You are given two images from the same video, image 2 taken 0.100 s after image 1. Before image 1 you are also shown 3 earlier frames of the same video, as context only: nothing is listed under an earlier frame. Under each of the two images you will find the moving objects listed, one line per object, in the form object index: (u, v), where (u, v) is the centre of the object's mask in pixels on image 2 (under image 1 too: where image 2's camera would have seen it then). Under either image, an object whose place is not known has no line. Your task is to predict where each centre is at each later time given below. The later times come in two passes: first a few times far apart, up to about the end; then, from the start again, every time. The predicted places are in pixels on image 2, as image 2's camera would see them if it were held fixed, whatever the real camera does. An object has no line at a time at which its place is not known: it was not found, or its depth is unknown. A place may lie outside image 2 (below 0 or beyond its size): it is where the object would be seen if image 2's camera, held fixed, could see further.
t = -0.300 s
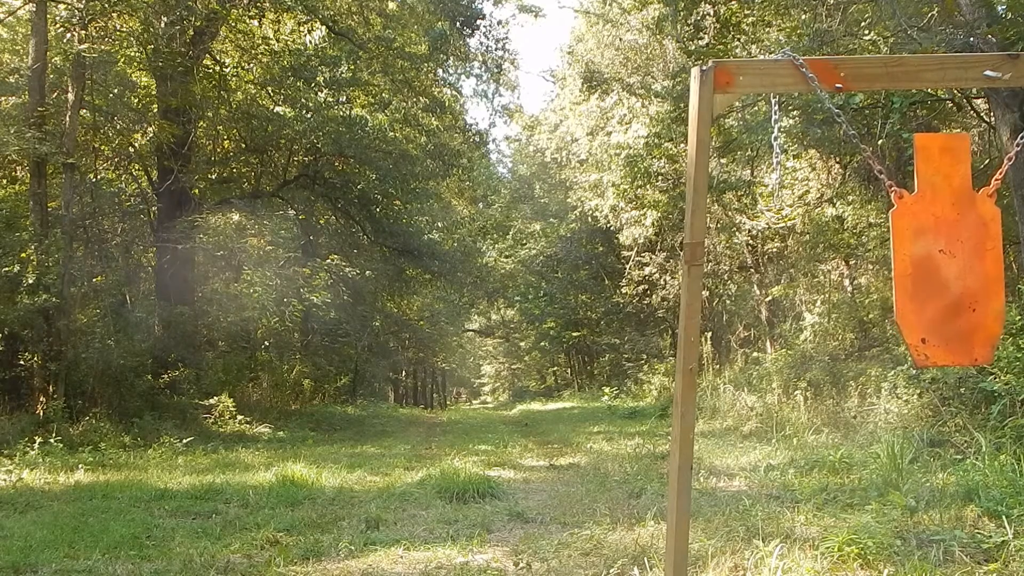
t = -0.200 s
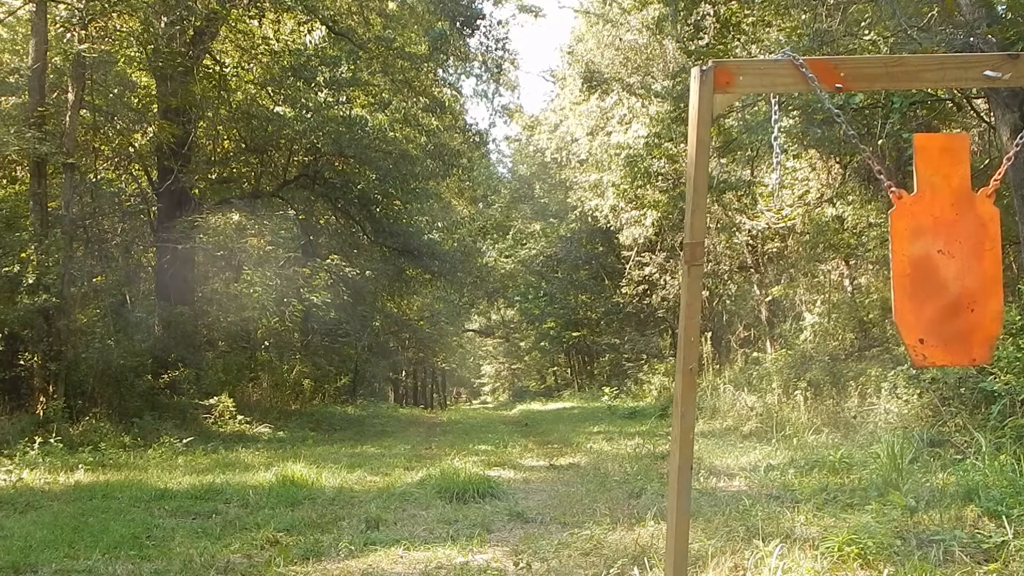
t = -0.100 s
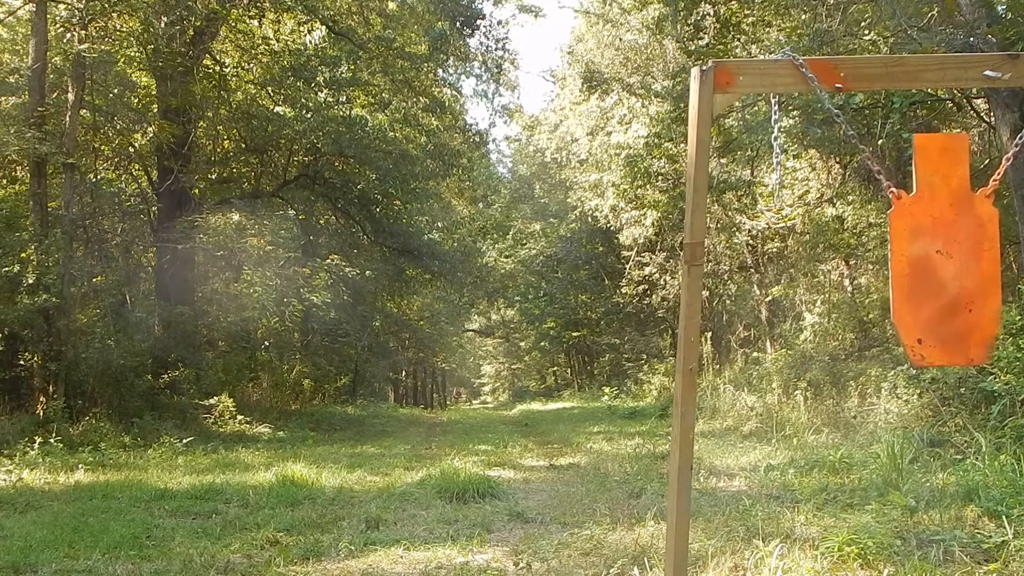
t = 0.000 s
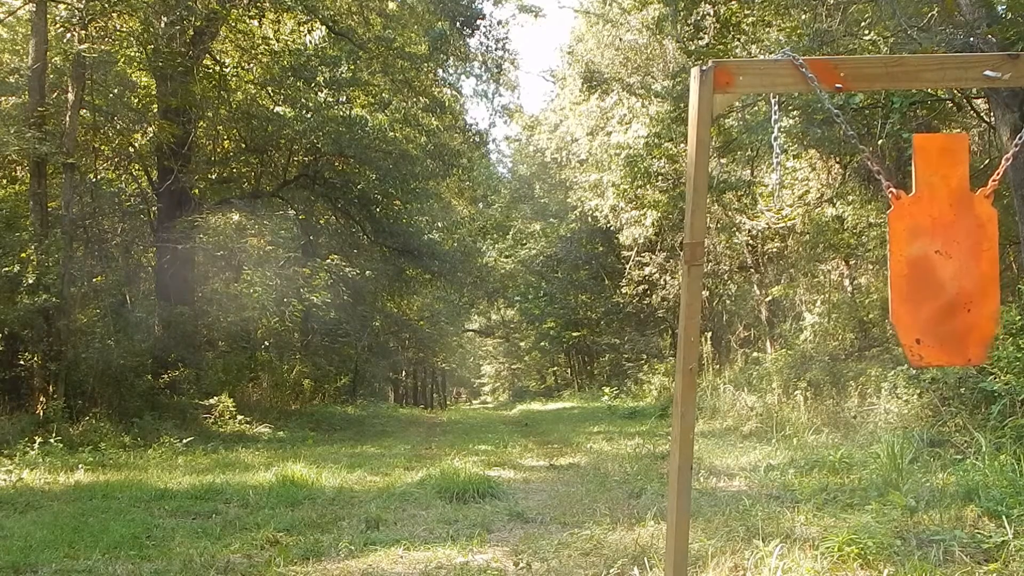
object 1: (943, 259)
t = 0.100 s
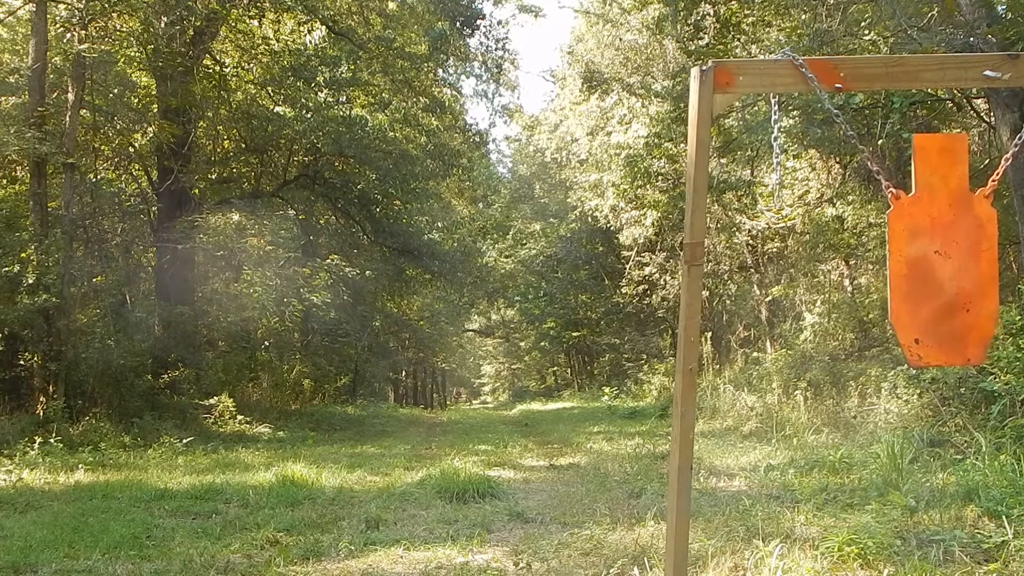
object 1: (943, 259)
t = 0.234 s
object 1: (942, 259)
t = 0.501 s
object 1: (944, 259)
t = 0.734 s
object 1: (947, 258)
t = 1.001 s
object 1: (948, 258)
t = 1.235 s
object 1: (947, 258)
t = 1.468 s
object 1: (944, 259)
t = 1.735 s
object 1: (942, 259)
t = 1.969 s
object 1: (943, 259)
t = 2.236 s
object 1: (946, 258)
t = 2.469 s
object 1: (948, 258)
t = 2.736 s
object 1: (948, 258)
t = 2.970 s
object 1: (947, 257)
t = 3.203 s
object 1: (953, 257)
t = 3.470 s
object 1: (953, 256)
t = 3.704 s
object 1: (950, 257)
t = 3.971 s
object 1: (938, 258)
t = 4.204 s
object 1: (936, 258)
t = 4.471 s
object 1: (943, 259)
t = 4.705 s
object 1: (950, 257)
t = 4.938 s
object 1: (954, 256)
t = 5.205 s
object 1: (950, 258)
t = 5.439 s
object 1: (943, 258)
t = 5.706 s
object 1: (937, 258)
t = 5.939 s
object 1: (939, 258)
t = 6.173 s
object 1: (946, 258)
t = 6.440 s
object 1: (952, 257)
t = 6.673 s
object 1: (952, 257)
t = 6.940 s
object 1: (945, 259)
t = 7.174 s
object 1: (939, 258)
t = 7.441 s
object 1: (938, 258)
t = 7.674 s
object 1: (944, 259)
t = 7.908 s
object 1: (950, 258)
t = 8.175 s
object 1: (952, 257)
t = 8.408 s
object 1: (948, 258)
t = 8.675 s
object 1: (941, 259)
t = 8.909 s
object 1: (938, 258)
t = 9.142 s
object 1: (942, 259)
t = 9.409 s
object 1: (949, 258)
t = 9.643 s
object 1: (952, 258)
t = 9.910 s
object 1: (949, 258)
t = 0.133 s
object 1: (943, 259)
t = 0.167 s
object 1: (943, 259)
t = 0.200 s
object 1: (942, 259)
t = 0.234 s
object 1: (942, 259)
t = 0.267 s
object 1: (942, 259)
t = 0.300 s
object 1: (943, 259)
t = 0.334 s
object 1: (943, 259)
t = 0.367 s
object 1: (943, 259)
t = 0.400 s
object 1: (943, 259)
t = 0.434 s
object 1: (943, 258)
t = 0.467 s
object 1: (944, 258)
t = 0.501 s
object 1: (944, 259)
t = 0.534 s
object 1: (944, 258)
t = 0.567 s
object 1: (945, 258)
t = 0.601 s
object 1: (945, 258)
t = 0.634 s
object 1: (946, 258)
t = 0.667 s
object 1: (946, 258)
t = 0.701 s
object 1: (947, 258)
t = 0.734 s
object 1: (947, 258)
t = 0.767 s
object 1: (947, 258)
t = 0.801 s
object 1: (948, 258)
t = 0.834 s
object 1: (948, 258)
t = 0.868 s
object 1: (948, 258)
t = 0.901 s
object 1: (948, 258)
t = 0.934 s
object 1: (948, 258)
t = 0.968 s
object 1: (948, 258)
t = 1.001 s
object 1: (948, 258)
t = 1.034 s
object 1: (948, 258)
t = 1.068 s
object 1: (948, 258)
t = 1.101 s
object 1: (948, 258)
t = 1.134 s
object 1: (948, 258)
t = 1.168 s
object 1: (948, 258)
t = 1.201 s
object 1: (947, 258)
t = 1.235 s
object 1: (947, 258)
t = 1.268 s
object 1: (947, 258)
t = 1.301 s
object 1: (946, 259)
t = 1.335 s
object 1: (946, 259)
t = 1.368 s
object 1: (946, 259)
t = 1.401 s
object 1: (945, 259)
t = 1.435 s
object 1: (945, 259)
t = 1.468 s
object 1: (944, 259)
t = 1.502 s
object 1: (944, 258)
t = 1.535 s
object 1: (944, 259)
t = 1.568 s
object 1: (943, 258)
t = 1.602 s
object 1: (943, 259)
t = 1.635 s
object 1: (943, 258)
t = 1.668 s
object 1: (943, 259)
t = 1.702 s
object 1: (942, 258)
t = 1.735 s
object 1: (942, 259)
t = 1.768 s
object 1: (942, 258)
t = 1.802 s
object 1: (943, 259)
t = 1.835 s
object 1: (942, 258)
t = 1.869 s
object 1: (942, 258)
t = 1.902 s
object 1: (943, 259)
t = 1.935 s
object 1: (943, 259)
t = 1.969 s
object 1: (943, 259)
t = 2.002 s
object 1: (944, 259)
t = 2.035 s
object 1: (944, 259)
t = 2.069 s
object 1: (944, 258)
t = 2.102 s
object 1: (945, 258)
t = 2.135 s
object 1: (945, 258)
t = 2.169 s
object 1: (946, 258)
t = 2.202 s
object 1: (946, 258)
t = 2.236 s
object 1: (946, 258)
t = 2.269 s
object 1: (947, 258)
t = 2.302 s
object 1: (947, 258)
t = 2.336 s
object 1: (948, 258)
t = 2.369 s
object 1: (948, 258)
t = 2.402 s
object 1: (948, 258)
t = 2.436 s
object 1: (948, 258)
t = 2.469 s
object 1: (948, 258)
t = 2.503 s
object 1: (948, 258)
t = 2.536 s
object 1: (948, 258)
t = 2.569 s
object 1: (948, 258)
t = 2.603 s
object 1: (948, 258)
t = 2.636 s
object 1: (948, 258)
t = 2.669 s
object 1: (948, 258)
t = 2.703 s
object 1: (948, 258)
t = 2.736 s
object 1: (948, 258)
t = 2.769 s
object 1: (947, 258)
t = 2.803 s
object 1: (947, 258)
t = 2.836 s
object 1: (947, 258)
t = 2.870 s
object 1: (946, 259)
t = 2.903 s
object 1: (946, 259)
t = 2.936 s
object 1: (946, 258)
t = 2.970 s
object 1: (947, 257)
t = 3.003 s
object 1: (948, 256)
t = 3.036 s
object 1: (949, 255)
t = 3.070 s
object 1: (949, 256)
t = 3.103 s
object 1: (950, 256)
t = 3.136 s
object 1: (952, 256)
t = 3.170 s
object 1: (952, 257)
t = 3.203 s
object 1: (953, 257)
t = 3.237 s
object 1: (953, 256)
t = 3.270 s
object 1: (953, 256)
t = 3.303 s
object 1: (953, 256)
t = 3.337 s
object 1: (953, 256)
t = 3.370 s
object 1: (953, 256)
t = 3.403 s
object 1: (953, 256)
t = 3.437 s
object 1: (953, 256)
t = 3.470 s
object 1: (953, 256)
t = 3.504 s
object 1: (953, 257)
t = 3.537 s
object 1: (953, 257)
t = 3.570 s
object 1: (952, 258)
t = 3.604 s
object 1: (952, 257)
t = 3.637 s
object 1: (952, 257)
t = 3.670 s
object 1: (951, 257)
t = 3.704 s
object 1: (950, 257)
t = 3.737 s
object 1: (949, 257)
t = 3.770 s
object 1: (947, 257)
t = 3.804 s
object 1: (945, 257)
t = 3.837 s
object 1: (943, 258)
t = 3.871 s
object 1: (942, 259)
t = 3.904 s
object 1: (940, 258)
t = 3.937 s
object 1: (939, 258)
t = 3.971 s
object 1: (938, 258)
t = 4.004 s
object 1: (936, 259)
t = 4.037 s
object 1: (936, 259)
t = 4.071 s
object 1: (936, 258)
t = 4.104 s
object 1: (935, 258)
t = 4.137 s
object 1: (936, 258)
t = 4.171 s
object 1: (936, 258)
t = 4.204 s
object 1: (936, 258)
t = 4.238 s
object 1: (936, 258)
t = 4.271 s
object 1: (937, 258)
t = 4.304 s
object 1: (937, 258)
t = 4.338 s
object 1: (938, 258)
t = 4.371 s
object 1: (939, 258)
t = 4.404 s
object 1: (940, 258)
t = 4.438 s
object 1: (942, 259)
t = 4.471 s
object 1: (943, 259)
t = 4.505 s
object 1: (944, 259)
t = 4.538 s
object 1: (945, 259)
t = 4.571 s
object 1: (946, 258)
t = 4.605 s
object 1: (947, 258)
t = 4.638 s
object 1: (948, 258)
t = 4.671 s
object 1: (949, 258)
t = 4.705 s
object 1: (950, 257)
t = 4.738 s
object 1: (951, 257)
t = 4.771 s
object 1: (952, 258)
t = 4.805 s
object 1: (952, 257)
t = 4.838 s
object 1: (953, 257)
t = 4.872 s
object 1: (954, 257)
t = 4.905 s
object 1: (954, 256)
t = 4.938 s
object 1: (954, 256)
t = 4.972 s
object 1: (954, 257)
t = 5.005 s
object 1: (954, 257)
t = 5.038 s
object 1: (953, 257)
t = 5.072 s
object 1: (953, 257)
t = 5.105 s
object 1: (952, 257)
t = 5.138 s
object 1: (952, 258)
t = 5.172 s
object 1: (951, 258)
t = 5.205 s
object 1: (950, 258)
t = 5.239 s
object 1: (949, 258)
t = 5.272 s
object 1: (948, 258)
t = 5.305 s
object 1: (947, 258)
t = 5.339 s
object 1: (946, 258)
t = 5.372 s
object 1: (945, 259)
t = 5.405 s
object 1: (944, 259)
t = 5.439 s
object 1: (943, 258)
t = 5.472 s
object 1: (942, 258)
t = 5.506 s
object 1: (941, 258)
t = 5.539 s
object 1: (940, 258)
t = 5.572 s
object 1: (939, 258)
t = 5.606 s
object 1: (938, 258)
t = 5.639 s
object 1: (938, 258)
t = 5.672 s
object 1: (937, 258)
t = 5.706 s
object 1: (937, 258)
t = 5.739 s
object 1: (937, 258)
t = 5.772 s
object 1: (937, 258)
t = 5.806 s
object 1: (937, 258)
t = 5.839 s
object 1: (937, 258)
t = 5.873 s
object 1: (938, 258)
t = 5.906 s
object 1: (938, 258)
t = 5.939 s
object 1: (939, 258)
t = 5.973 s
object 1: (940, 258)
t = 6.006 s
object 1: (941, 259)
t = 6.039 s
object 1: (942, 259)
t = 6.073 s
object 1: (943, 259)
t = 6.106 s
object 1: (944, 258)
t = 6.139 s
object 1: (945, 258)
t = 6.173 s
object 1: (946, 258)
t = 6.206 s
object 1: (947, 258)
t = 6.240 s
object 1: (948, 258)
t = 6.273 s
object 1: (949, 258)
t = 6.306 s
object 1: (950, 258)
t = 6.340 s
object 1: (950, 258)
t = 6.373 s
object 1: (951, 258)
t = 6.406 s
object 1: (951, 258)
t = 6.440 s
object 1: (952, 257)
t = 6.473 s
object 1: (952, 257)
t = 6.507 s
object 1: (953, 257)
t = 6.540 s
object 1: (953, 257)
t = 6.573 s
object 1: (953, 257)
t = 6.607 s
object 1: (952, 257)
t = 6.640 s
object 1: (952, 257)
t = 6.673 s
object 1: (952, 257)
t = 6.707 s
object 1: (951, 258)
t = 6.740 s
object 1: (951, 258)
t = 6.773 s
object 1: (950, 258)
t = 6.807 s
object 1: (949, 258)
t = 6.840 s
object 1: (948, 258)
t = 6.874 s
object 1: (947, 259)
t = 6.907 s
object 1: (946, 258)
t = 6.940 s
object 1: (945, 259)
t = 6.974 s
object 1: (944, 259)
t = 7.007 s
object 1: (943, 259)
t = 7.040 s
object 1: (942, 259)
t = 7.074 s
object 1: (941, 259)
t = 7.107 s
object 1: (940, 259)
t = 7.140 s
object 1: (940, 258)
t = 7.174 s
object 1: (939, 258)
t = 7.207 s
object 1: (939, 259)
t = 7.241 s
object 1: (938, 258)
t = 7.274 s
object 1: (938, 258)
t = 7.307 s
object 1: (938, 258)
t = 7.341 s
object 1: (938, 258)
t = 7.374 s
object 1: (938, 258)
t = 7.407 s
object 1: (938, 258)
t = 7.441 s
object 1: (938, 258)
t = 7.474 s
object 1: (939, 258)
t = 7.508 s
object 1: (939, 258)
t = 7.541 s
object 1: (940, 258)
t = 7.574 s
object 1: (941, 259)
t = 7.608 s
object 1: (942, 259)
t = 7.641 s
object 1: (943, 259)
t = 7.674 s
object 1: (944, 259)
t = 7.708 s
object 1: (945, 259)
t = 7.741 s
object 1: (946, 258)
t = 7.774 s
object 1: (947, 258)
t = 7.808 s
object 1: (948, 258)
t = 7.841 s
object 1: (949, 258)
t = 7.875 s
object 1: (949, 258)
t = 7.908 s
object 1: (950, 258)
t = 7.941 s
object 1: (951, 258)
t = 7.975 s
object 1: (951, 258)
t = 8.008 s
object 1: (952, 258)
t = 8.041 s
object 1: (952, 258)
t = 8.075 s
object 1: (952, 257)
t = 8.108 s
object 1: (952, 258)
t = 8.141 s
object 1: (952, 257)
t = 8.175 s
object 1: (952, 257)
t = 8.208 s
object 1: (952, 258)
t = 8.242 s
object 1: (951, 258)
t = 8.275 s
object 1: (951, 258)
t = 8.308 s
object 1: (950, 258)
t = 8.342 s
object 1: (949, 258)
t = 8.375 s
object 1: (949, 258)
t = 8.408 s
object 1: (948, 258)
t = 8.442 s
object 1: (947, 258)
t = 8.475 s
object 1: (946, 258)
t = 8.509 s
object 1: (945, 258)
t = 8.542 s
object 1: (944, 259)
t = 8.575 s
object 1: (943, 259)
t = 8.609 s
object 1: (942, 259)
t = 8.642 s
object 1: (941, 259)
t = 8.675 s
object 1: (941, 259)
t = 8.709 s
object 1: (940, 258)
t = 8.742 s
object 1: (939, 258)
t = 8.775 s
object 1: (939, 258)
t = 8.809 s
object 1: (939, 258)
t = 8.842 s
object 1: (938, 258)
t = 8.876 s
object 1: (939, 258)
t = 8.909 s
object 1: (938, 258)
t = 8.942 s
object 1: (939, 258)
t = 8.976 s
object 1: (939, 258)
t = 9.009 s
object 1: (939, 258)
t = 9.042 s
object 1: (940, 258)
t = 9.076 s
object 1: (940, 258)
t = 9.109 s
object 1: (941, 259)
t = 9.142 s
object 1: (942, 259)
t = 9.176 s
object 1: (942, 259)
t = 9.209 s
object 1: (943, 259)
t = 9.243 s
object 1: (944, 259)
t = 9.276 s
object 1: (945, 259)
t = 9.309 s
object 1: (946, 258)
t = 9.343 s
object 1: (947, 258)
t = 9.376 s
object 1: (948, 258)
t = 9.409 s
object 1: (949, 258)
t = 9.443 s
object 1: (949, 258)
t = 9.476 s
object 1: (950, 258)
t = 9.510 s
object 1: (951, 258)
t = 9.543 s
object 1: (951, 258)
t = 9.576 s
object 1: (951, 258)
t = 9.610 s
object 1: (952, 258)
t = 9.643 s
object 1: (952, 258)
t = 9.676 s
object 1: (952, 258)
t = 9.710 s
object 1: (952, 258)
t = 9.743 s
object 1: (952, 258)
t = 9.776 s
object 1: (951, 258)
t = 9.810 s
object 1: (951, 258)
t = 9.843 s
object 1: (950, 258)
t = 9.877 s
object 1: (950, 258)
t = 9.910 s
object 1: (949, 258)
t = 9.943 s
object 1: (948, 258)
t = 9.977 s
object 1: (947, 258)
